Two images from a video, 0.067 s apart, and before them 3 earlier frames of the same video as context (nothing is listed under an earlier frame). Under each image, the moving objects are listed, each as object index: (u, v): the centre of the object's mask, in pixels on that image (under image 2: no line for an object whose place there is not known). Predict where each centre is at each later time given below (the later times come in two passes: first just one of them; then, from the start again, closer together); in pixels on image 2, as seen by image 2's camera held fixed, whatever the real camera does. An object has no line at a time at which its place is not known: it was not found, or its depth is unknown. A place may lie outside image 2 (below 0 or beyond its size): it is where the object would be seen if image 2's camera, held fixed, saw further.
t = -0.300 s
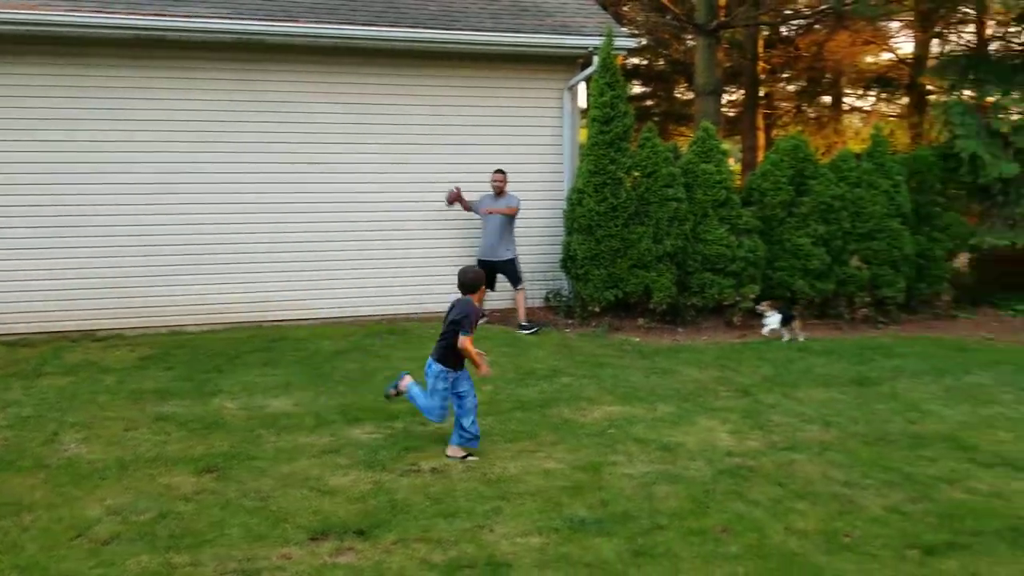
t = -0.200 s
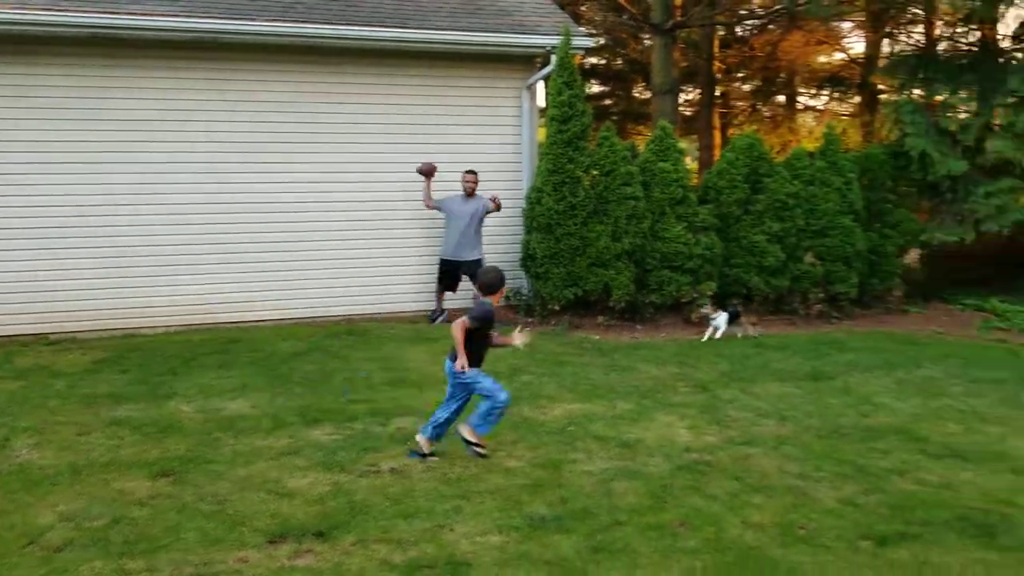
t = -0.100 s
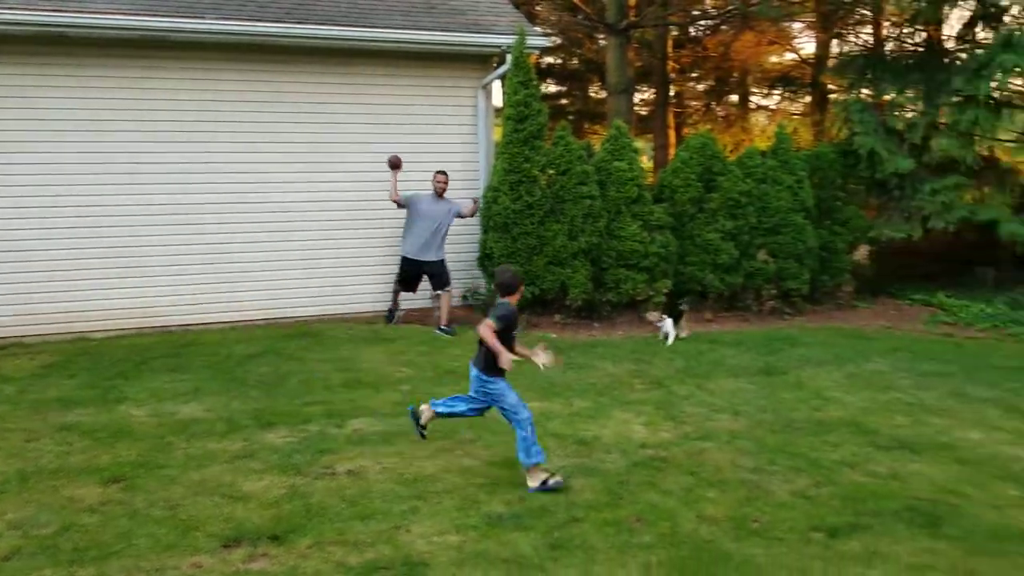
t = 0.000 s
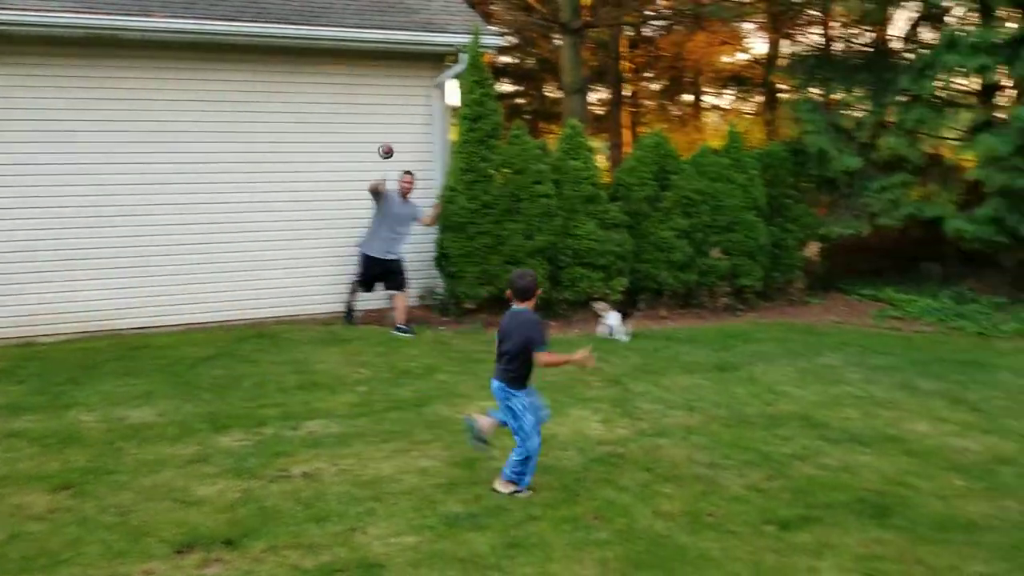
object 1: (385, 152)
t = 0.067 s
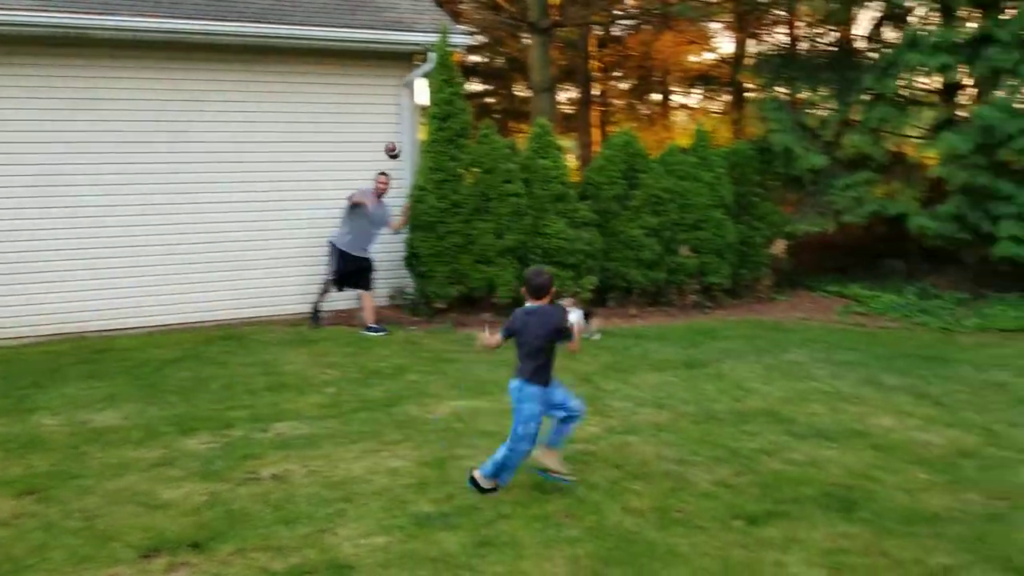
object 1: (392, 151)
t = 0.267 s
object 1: (549, 186)
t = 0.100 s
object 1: (415, 152)
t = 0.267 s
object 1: (549, 186)
